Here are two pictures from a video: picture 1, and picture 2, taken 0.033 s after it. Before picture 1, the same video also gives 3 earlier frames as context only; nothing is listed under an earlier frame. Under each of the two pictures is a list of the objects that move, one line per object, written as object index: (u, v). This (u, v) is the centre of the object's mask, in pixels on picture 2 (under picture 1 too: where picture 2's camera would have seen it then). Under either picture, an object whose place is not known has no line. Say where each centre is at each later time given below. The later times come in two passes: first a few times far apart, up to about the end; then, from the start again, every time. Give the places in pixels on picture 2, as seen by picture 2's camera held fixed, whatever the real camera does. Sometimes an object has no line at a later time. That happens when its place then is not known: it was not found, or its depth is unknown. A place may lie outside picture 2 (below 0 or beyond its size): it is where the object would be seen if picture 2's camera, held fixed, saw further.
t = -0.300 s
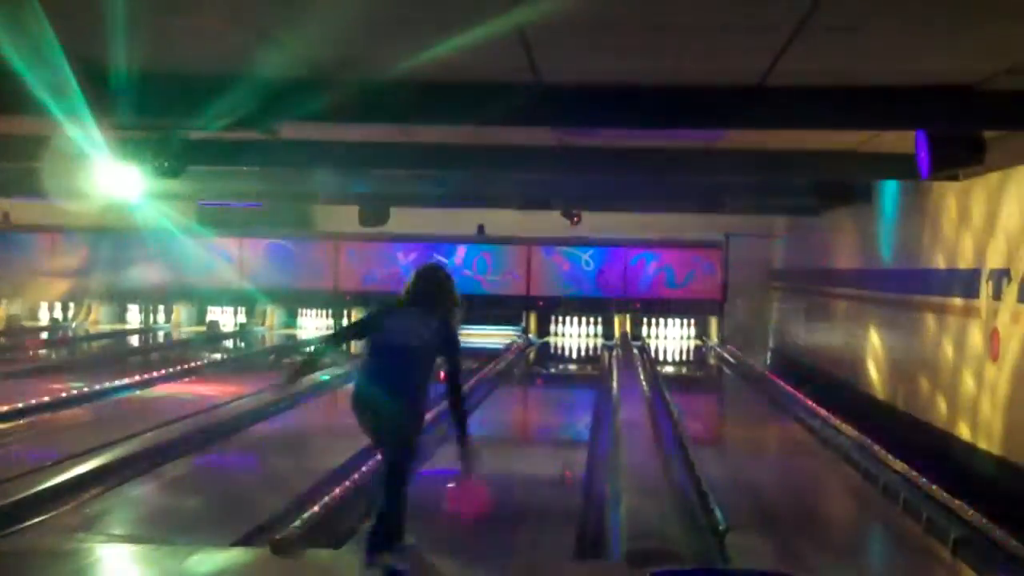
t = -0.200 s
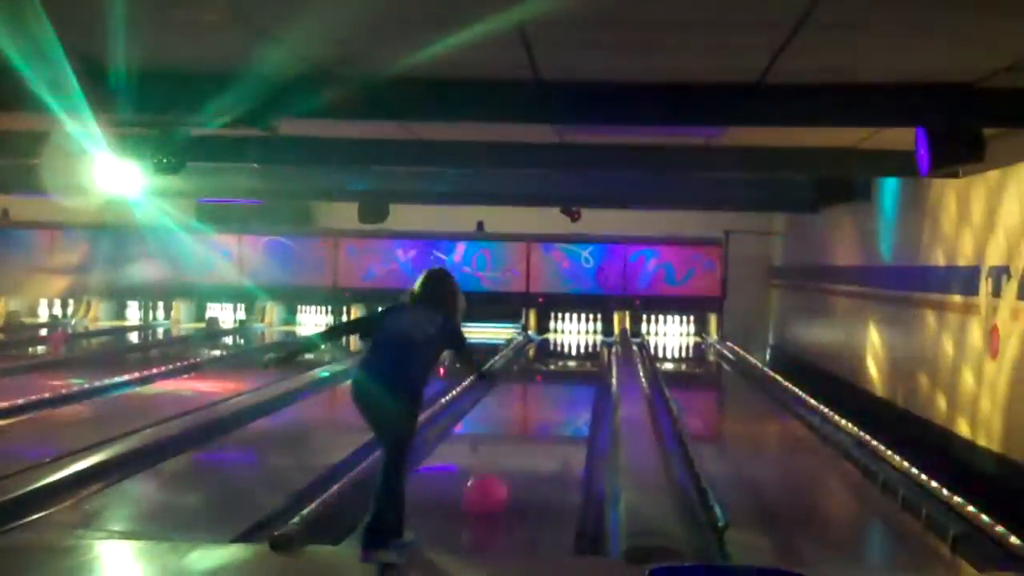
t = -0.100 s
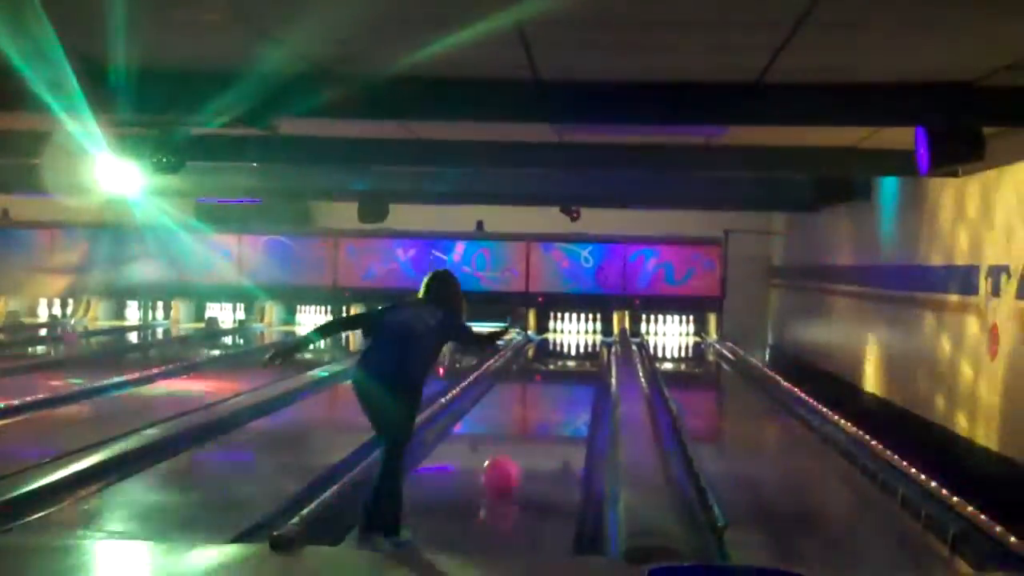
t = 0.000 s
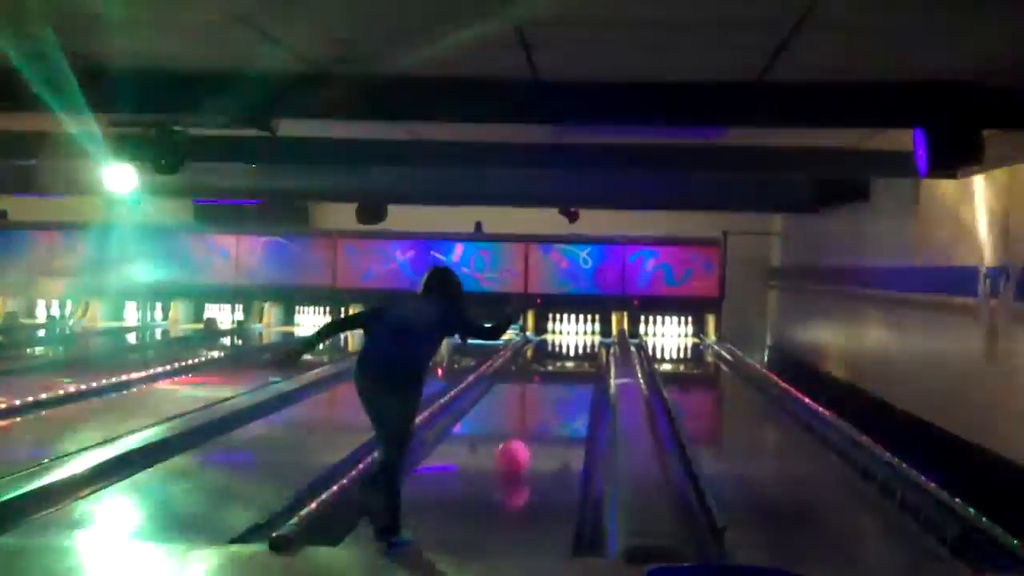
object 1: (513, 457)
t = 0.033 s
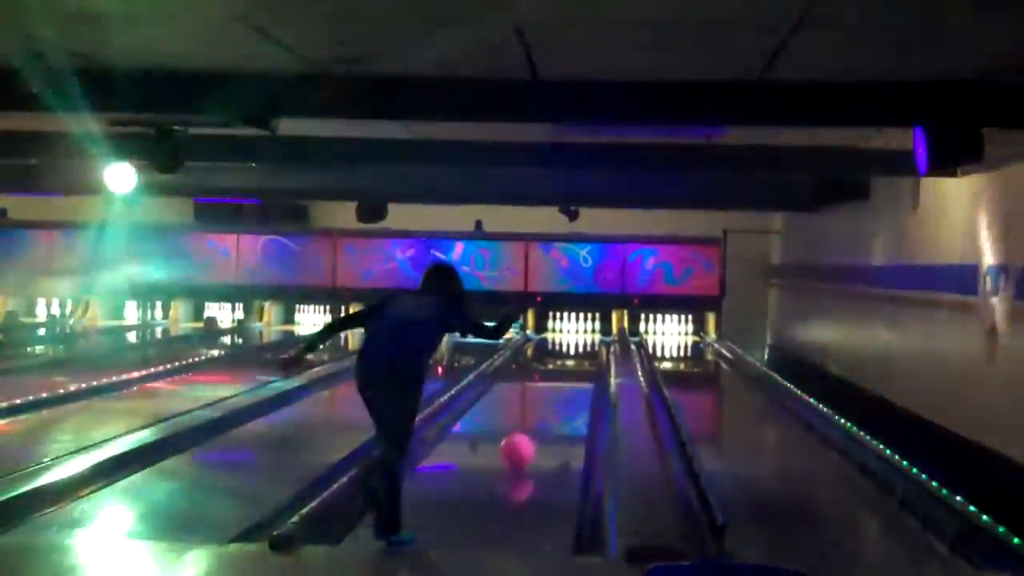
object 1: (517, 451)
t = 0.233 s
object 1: (537, 425)
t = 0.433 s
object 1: (550, 406)
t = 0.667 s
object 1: (564, 389)
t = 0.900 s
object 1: (575, 377)
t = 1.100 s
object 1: (582, 369)
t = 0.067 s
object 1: (520, 447)
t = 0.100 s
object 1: (524, 441)
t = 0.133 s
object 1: (527, 438)
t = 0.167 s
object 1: (530, 434)
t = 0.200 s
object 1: (534, 429)
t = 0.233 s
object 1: (537, 425)
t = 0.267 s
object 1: (539, 422)
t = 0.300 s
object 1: (542, 419)
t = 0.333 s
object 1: (544, 415)
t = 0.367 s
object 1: (547, 413)
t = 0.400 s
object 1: (549, 414)
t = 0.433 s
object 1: (550, 406)
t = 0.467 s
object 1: (552, 405)
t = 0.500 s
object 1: (555, 401)
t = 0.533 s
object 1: (556, 398)
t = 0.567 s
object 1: (557, 396)
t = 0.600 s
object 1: (560, 394)
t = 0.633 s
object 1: (563, 392)
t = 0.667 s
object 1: (564, 389)
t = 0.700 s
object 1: (566, 387)
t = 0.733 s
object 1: (568, 386)
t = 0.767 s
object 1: (568, 383)
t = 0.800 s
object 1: (570, 382)
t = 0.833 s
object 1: (572, 381)
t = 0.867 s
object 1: (573, 379)
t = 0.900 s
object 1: (575, 377)
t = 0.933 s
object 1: (576, 375)
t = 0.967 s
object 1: (576, 375)
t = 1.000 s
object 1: (578, 372)
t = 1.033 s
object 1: (580, 371)
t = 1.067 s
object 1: (581, 371)
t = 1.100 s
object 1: (582, 369)
